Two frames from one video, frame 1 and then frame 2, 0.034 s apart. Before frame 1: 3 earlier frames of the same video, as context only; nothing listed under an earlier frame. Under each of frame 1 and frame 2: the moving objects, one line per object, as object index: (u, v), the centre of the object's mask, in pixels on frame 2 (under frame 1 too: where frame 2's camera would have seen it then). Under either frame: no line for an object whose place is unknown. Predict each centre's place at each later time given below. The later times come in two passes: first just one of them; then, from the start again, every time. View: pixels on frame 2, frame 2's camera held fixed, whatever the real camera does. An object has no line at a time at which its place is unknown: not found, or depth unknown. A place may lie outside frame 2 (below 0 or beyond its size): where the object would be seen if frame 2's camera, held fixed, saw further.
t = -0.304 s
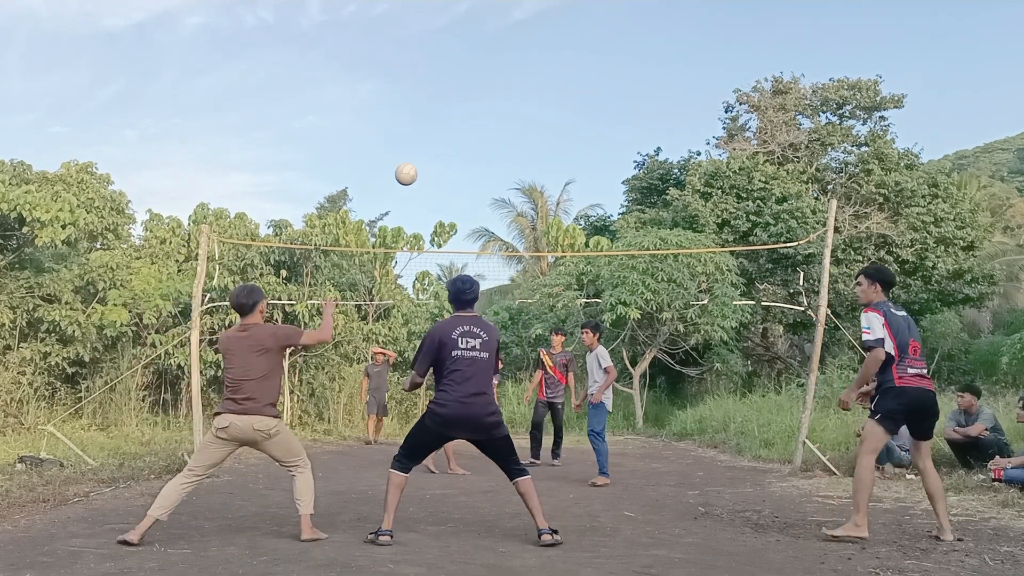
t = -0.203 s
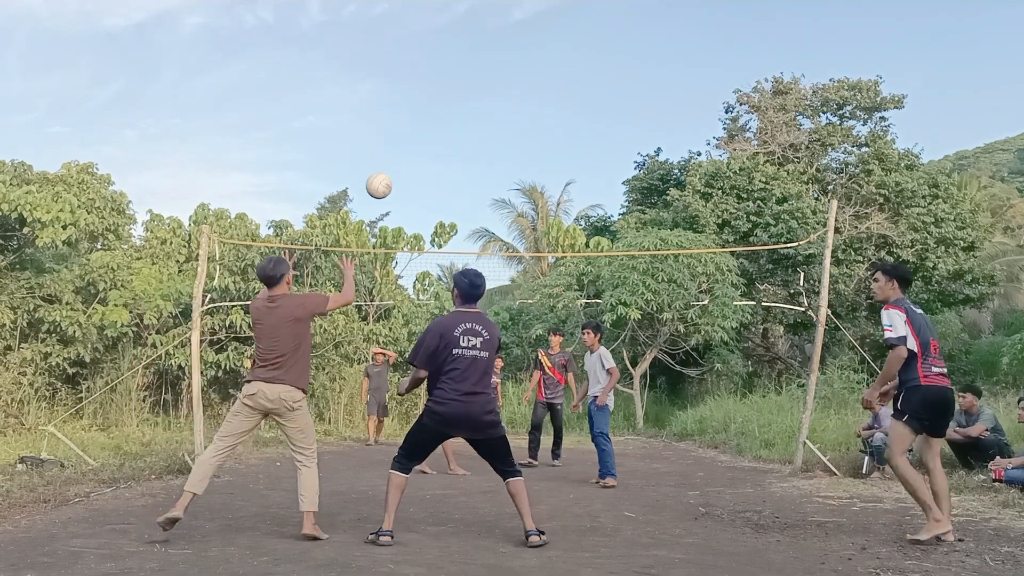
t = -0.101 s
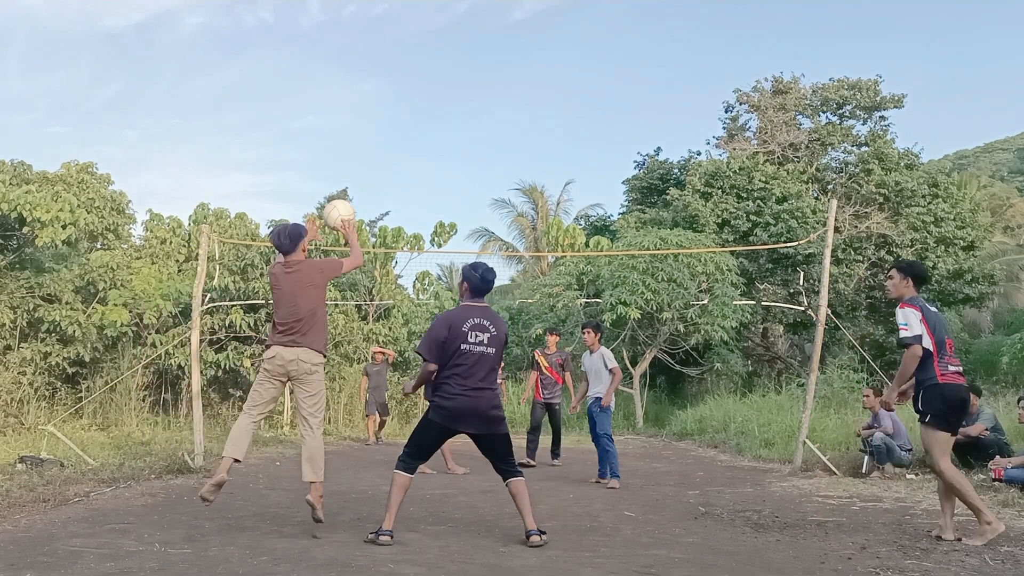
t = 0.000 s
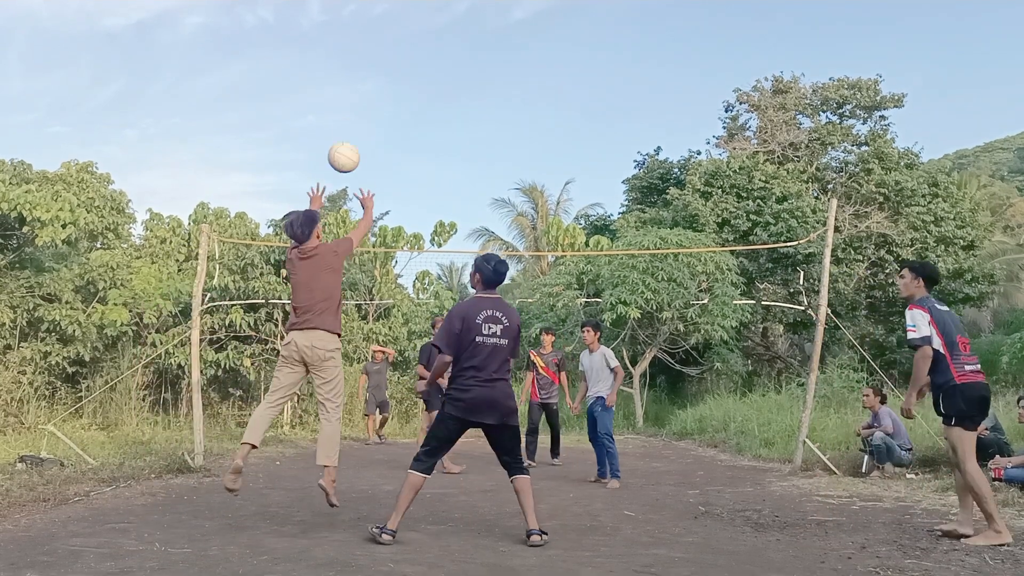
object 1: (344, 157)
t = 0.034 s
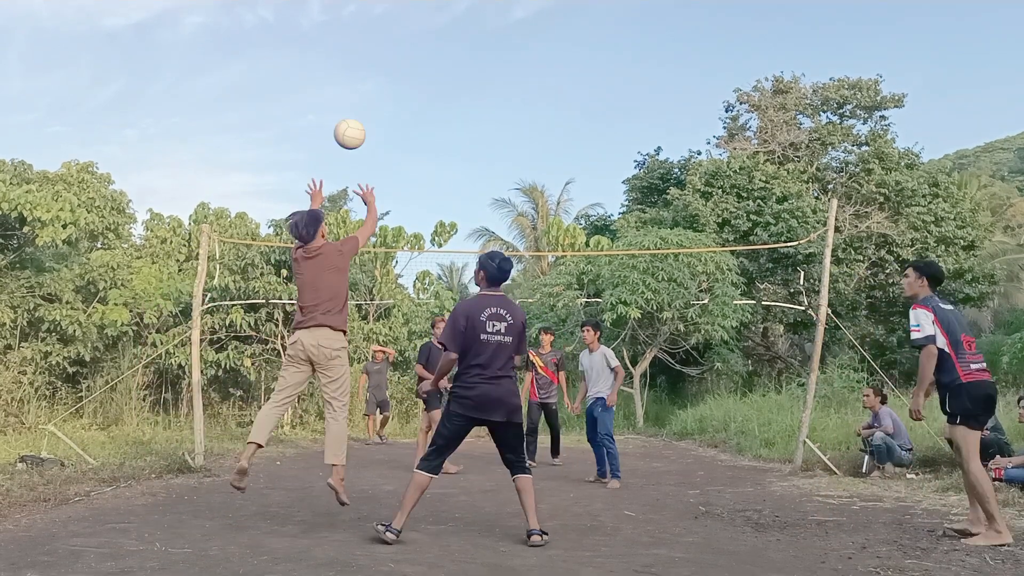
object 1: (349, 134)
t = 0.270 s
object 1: (383, 27)
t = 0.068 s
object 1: (355, 113)
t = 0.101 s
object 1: (359, 94)
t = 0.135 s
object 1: (365, 77)
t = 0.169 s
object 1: (370, 61)
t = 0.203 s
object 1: (374, 48)
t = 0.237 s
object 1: (378, 36)
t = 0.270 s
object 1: (383, 27)
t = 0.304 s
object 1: (387, 19)
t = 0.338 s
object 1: (391, 13)
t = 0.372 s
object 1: (395, 10)
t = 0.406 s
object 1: (398, 8)
